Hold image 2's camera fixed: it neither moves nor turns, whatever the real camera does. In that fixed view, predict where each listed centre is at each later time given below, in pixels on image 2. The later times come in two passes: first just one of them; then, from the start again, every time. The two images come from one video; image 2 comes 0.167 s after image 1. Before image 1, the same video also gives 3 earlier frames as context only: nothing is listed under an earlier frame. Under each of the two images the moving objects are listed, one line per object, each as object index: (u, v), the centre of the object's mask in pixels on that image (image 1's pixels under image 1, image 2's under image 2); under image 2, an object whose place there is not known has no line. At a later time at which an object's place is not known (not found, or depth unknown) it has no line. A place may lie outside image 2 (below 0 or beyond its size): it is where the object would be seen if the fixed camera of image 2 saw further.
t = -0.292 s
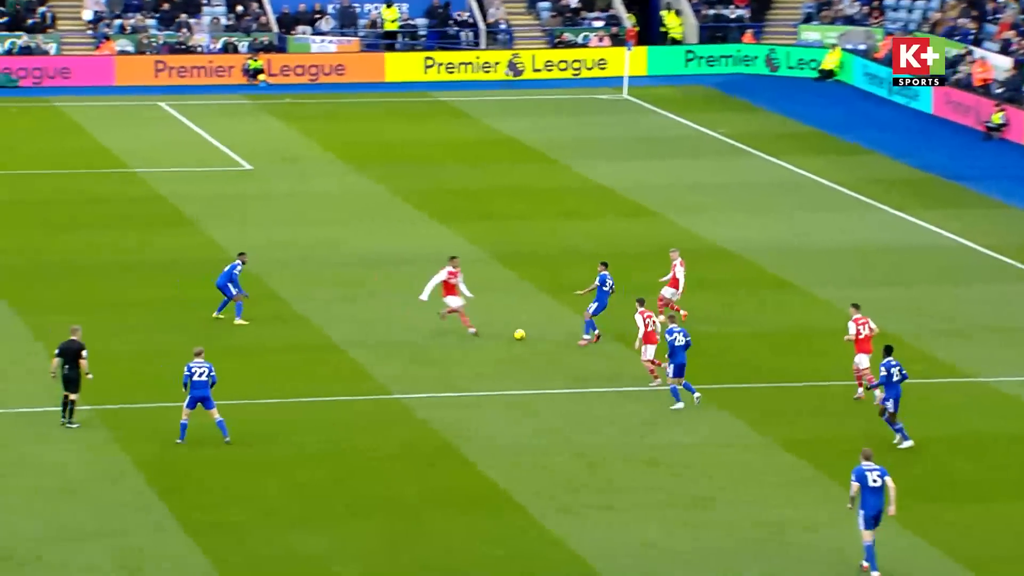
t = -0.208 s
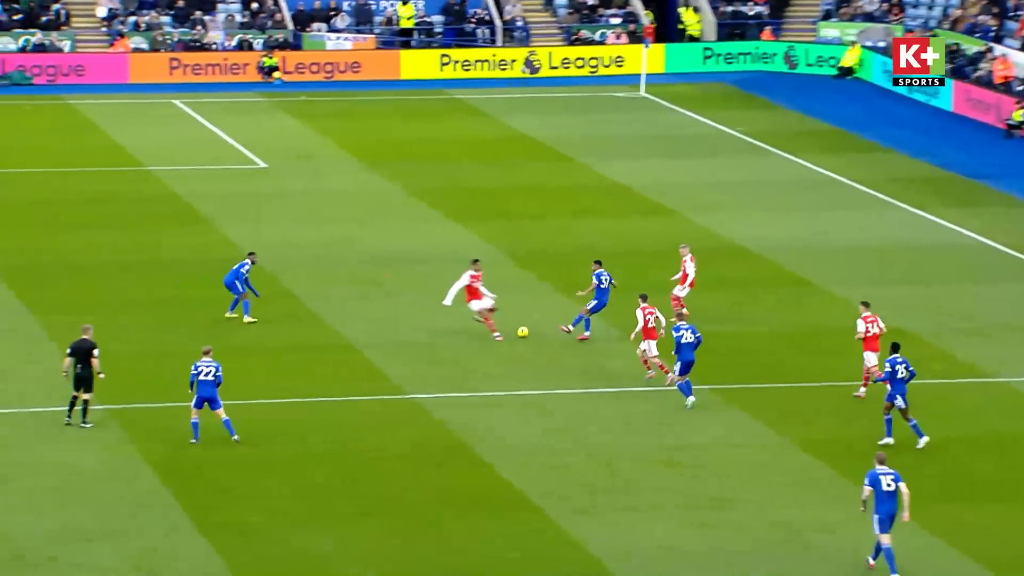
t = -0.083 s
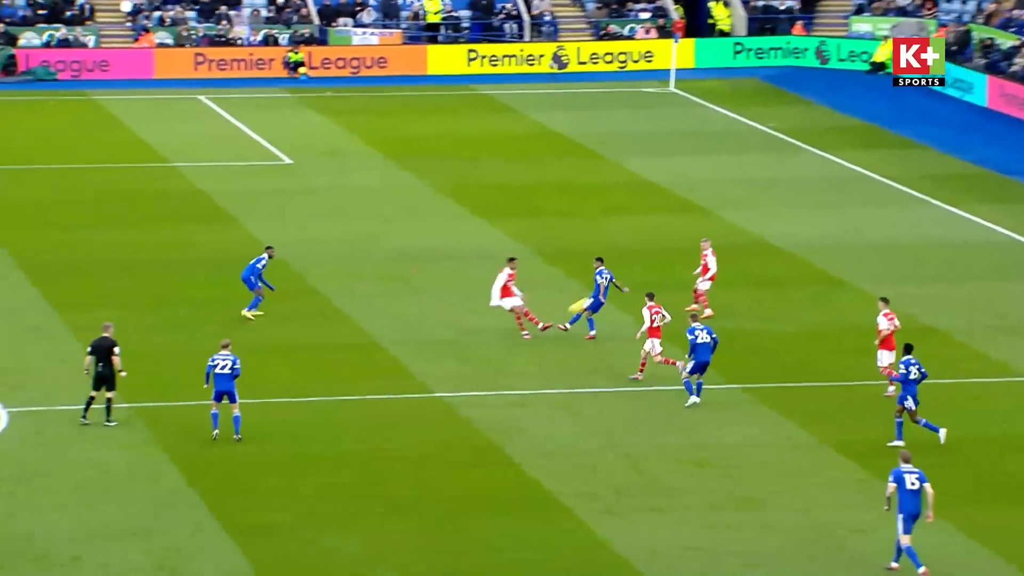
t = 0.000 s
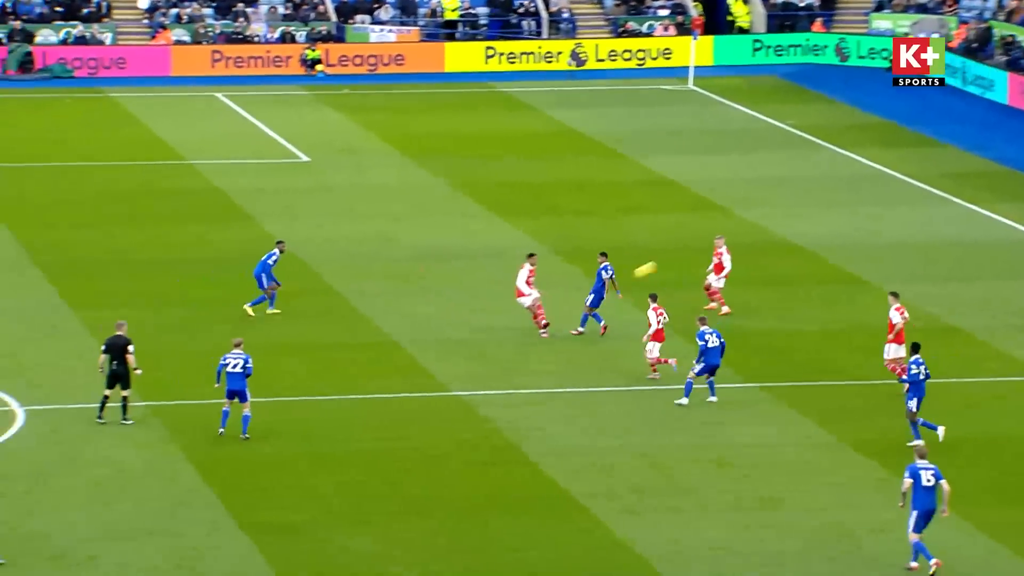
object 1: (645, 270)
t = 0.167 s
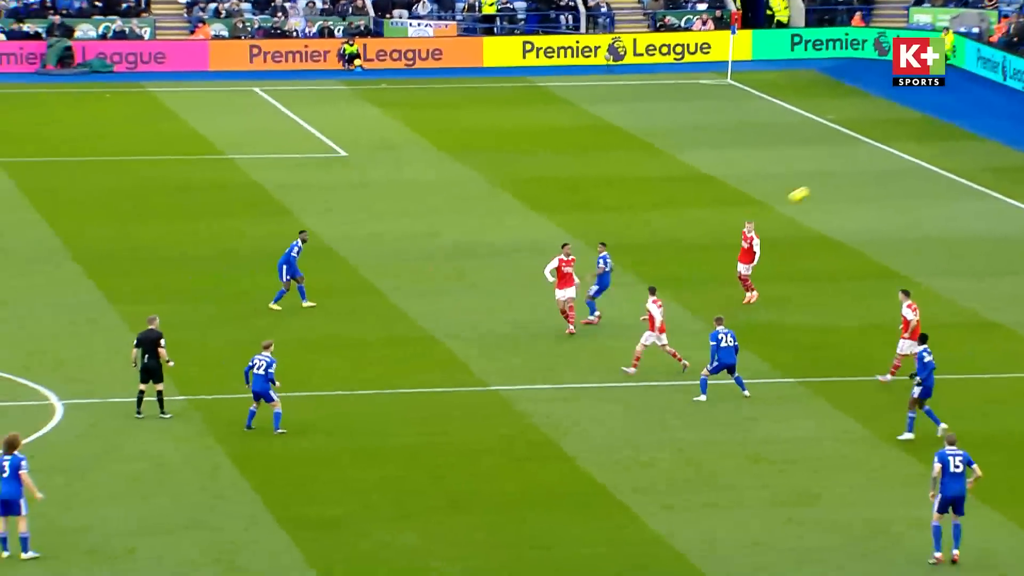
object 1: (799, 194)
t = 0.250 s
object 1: (843, 171)
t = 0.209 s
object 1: (821, 182)
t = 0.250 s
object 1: (843, 171)
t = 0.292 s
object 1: (865, 161)
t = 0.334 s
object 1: (887, 153)
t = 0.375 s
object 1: (909, 144)
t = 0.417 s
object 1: (927, 139)
